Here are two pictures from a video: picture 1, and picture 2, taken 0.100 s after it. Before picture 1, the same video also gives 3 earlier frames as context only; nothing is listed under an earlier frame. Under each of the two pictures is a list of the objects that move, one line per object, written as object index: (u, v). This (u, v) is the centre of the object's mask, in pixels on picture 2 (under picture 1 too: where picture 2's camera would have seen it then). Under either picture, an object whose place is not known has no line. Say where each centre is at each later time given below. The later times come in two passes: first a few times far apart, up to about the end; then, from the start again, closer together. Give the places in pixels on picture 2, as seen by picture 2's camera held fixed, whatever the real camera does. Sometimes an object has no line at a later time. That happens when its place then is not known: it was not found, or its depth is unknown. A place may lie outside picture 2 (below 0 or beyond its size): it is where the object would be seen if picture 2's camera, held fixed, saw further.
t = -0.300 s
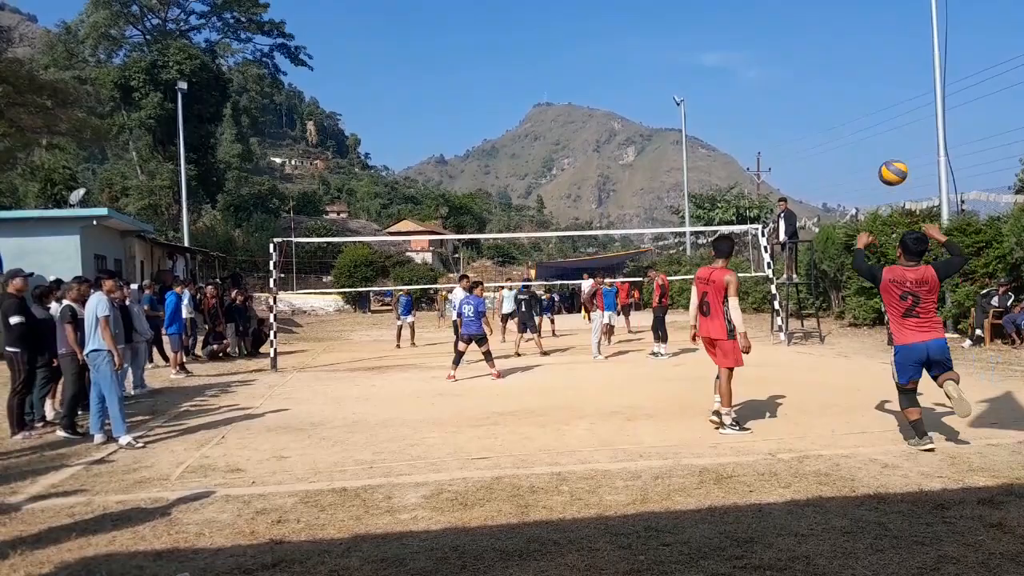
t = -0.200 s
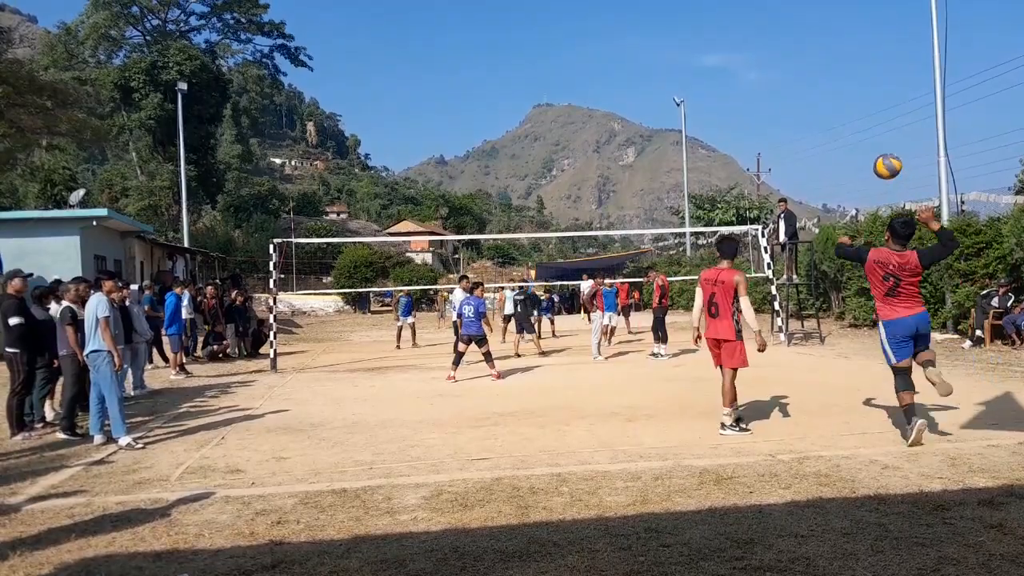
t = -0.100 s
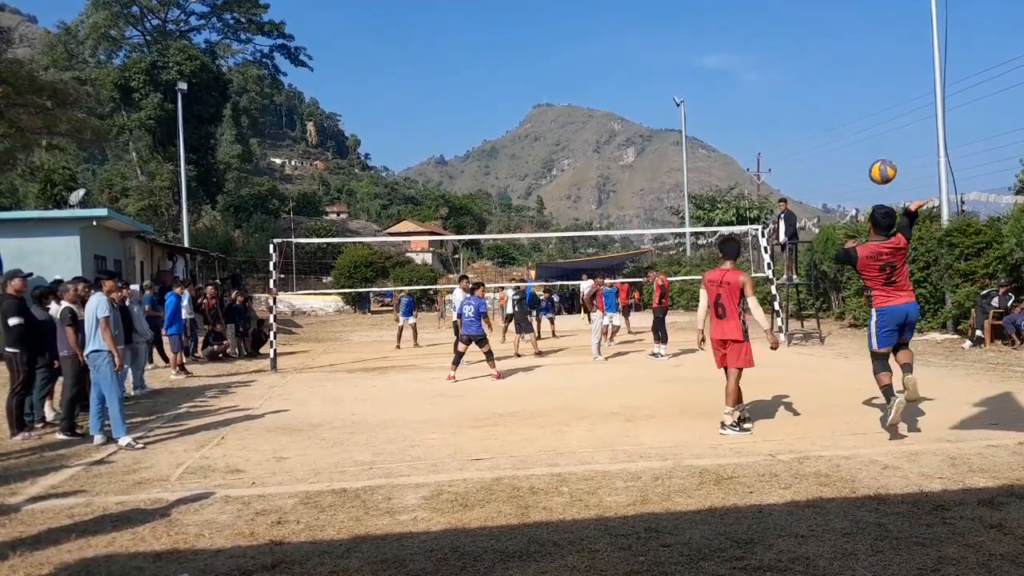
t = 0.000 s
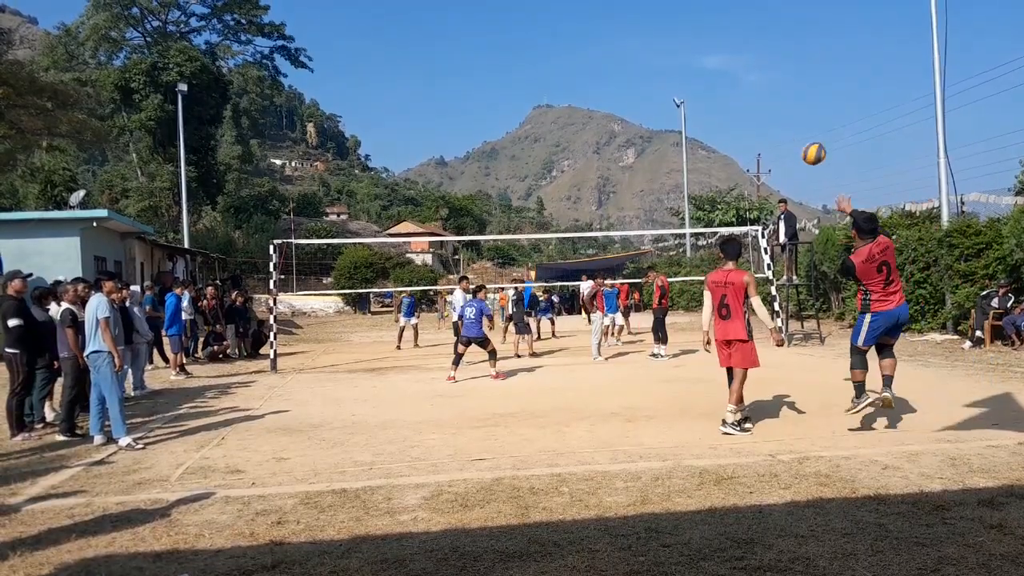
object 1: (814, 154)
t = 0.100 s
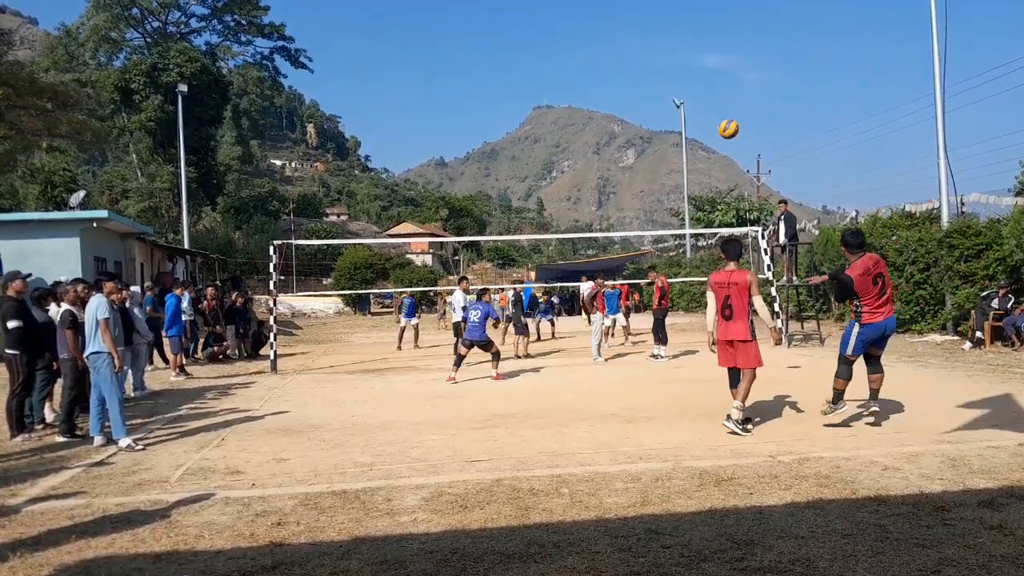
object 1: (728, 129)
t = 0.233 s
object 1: (650, 116)
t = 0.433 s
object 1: (574, 125)
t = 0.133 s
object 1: (706, 124)
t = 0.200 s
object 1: (666, 118)
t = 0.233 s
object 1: (650, 116)
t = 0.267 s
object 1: (634, 115)
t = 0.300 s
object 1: (620, 115)
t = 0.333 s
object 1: (607, 117)
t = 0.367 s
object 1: (595, 118)
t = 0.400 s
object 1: (584, 121)
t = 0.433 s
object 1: (574, 125)
